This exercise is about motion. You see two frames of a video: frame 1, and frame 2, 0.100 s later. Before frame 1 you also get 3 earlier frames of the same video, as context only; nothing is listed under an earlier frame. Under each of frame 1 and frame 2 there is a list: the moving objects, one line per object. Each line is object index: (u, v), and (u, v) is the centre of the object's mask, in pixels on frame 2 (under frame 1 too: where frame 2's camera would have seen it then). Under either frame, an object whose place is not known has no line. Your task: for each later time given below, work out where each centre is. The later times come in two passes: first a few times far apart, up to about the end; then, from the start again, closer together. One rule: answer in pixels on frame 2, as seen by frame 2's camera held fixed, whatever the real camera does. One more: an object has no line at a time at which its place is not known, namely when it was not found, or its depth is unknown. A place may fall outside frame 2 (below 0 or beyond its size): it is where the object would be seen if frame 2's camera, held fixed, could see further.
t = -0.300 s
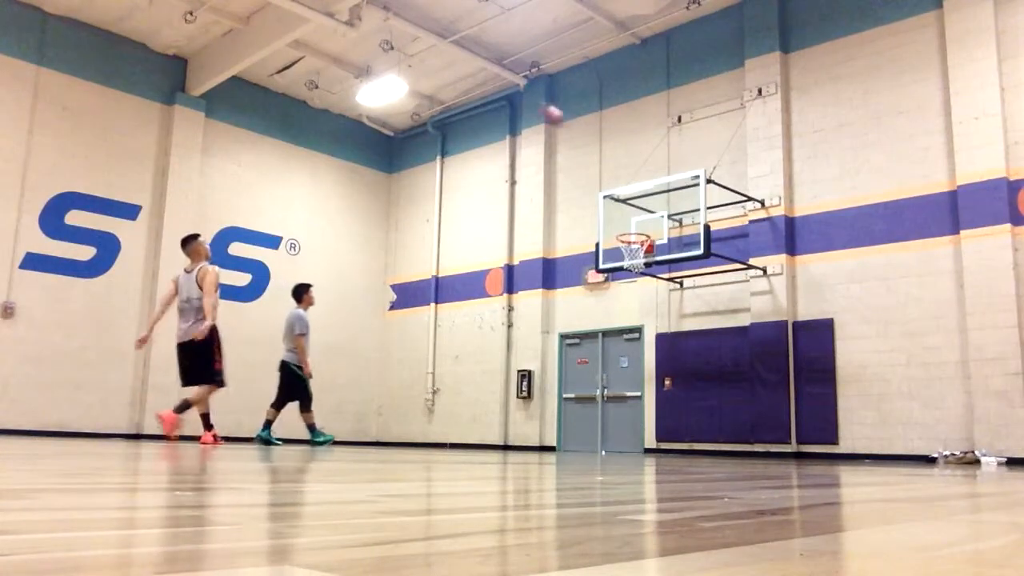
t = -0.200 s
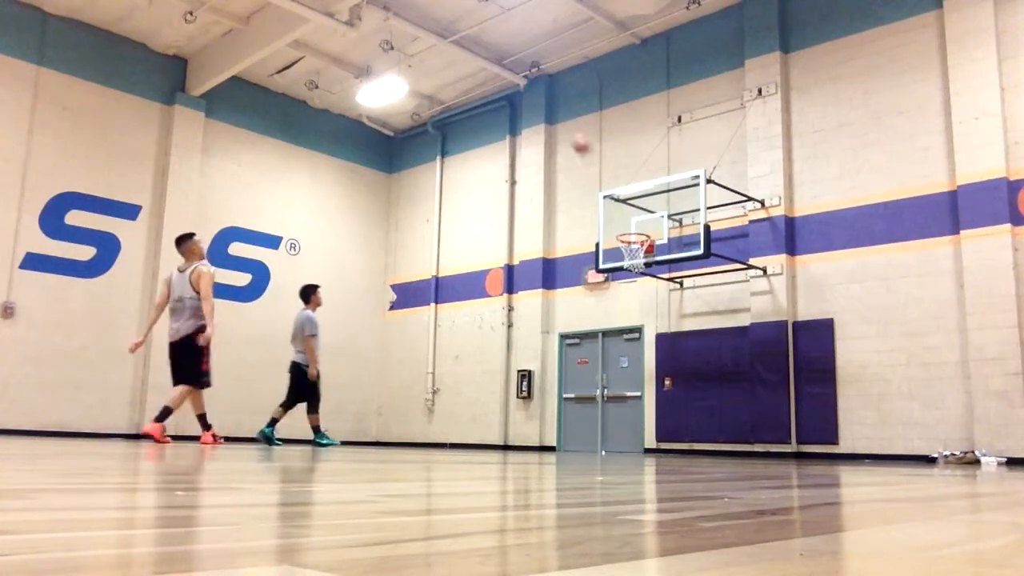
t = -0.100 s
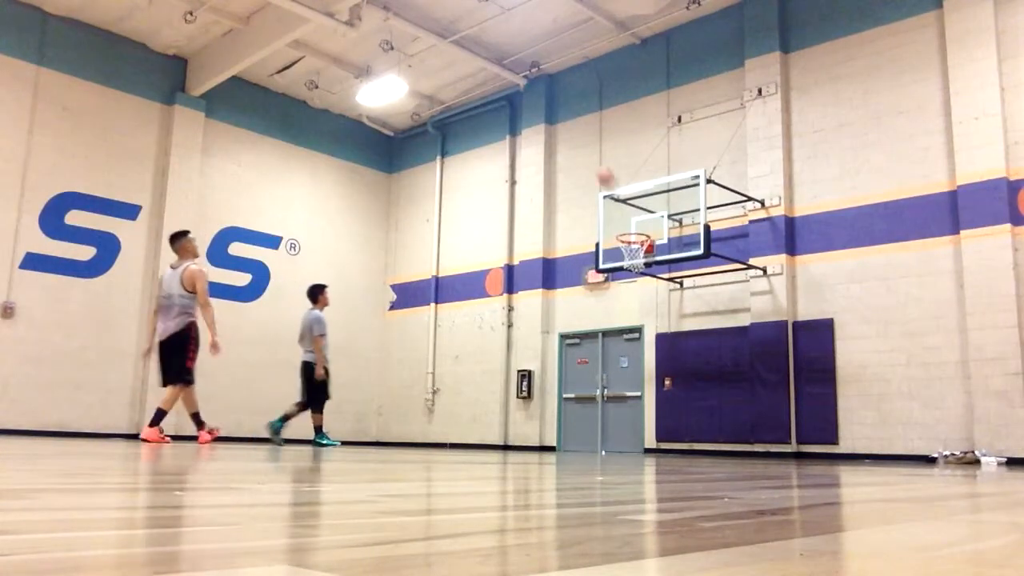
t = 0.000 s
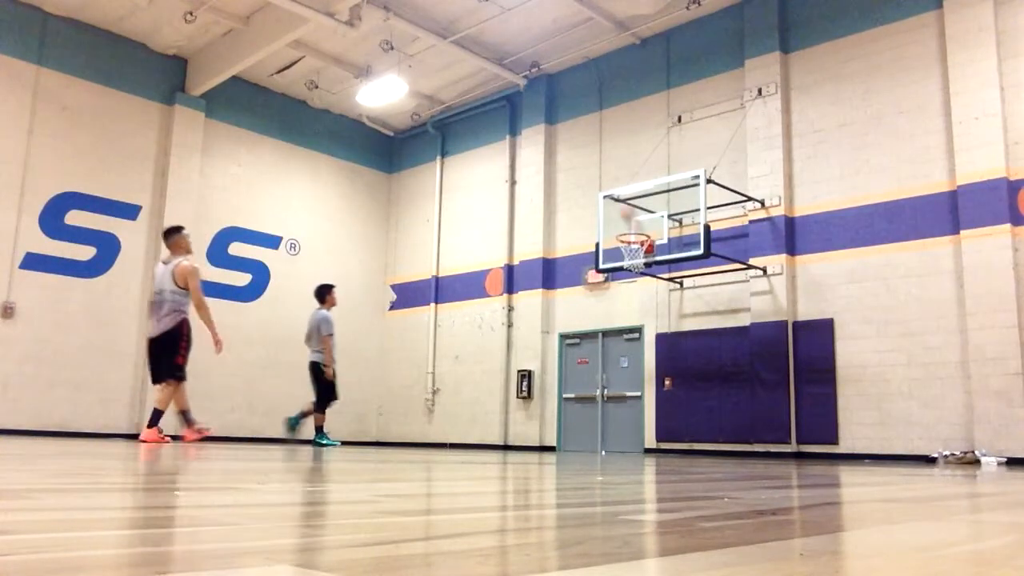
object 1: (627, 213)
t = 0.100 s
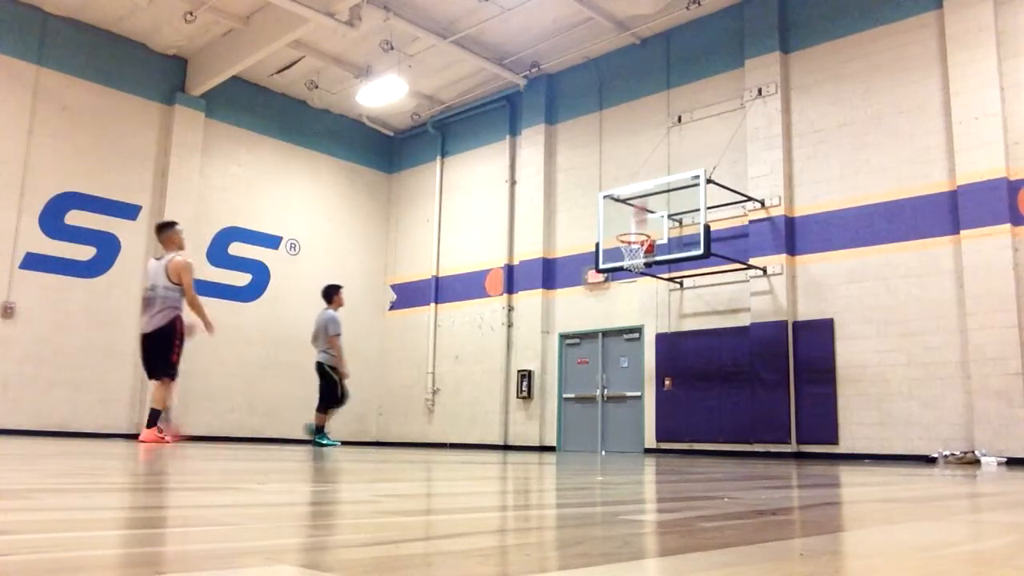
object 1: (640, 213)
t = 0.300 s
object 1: (640, 161)
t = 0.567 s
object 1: (641, 124)
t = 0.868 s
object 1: (641, 137)
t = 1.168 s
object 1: (642, 213)
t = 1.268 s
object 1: (644, 248)
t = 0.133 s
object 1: (640, 199)
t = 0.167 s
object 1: (640, 187)
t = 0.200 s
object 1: (640, 186)
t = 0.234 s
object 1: (641, 177)
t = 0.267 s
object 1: (640, 169)
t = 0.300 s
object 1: (640, 161)
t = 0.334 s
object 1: (640, 154)
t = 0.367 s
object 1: (640, 147)
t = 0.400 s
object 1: (640, 139)
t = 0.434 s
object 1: (640, 136)
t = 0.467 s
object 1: (640, 131)
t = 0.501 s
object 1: (640, 129)
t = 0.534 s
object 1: (641, 126)
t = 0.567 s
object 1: (641, 124)
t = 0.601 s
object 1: (641, 123)
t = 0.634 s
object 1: (641, 123)
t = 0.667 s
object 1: (641, 124)
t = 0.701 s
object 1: (641, 125)
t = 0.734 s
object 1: (641, 126)
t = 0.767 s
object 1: (641, 129)
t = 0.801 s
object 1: (641, 130)
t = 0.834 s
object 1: (641, 133)
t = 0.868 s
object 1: (641, 137)
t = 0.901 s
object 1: (642, 142)
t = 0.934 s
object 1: (642, 150)
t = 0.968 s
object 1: (642, 156)
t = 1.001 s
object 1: (641, 164)
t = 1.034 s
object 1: (642, 172)
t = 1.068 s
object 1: (642, 181)
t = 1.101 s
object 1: (642, 193)
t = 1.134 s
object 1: (641, 201)
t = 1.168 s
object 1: (642, 213)
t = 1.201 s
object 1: (642, 225)
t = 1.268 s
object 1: (644, 248)
